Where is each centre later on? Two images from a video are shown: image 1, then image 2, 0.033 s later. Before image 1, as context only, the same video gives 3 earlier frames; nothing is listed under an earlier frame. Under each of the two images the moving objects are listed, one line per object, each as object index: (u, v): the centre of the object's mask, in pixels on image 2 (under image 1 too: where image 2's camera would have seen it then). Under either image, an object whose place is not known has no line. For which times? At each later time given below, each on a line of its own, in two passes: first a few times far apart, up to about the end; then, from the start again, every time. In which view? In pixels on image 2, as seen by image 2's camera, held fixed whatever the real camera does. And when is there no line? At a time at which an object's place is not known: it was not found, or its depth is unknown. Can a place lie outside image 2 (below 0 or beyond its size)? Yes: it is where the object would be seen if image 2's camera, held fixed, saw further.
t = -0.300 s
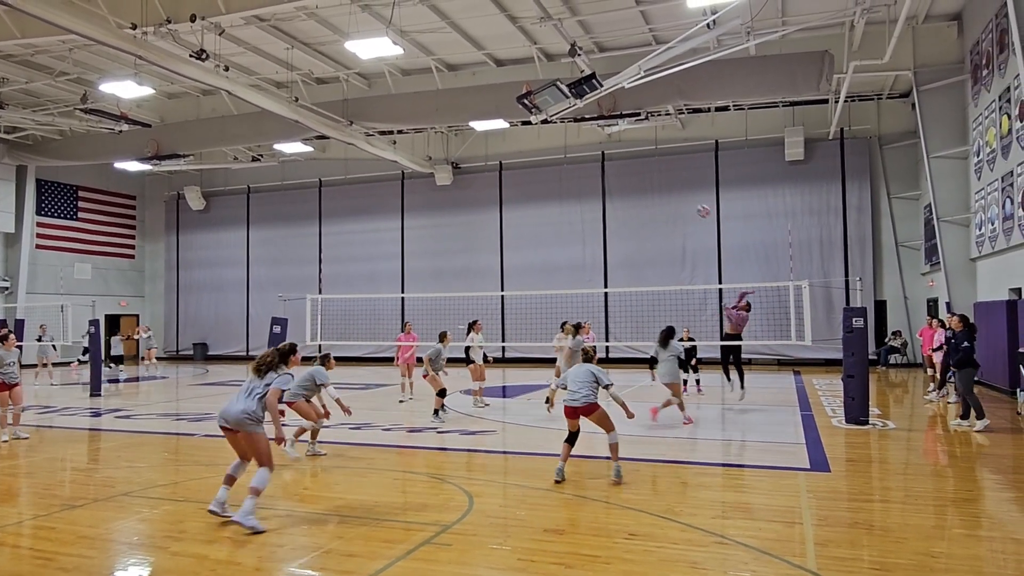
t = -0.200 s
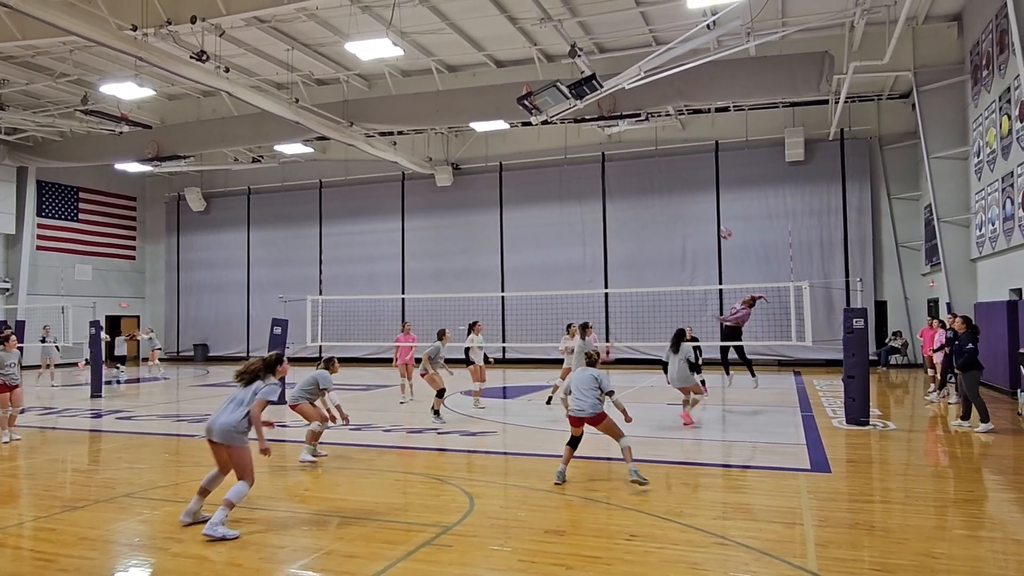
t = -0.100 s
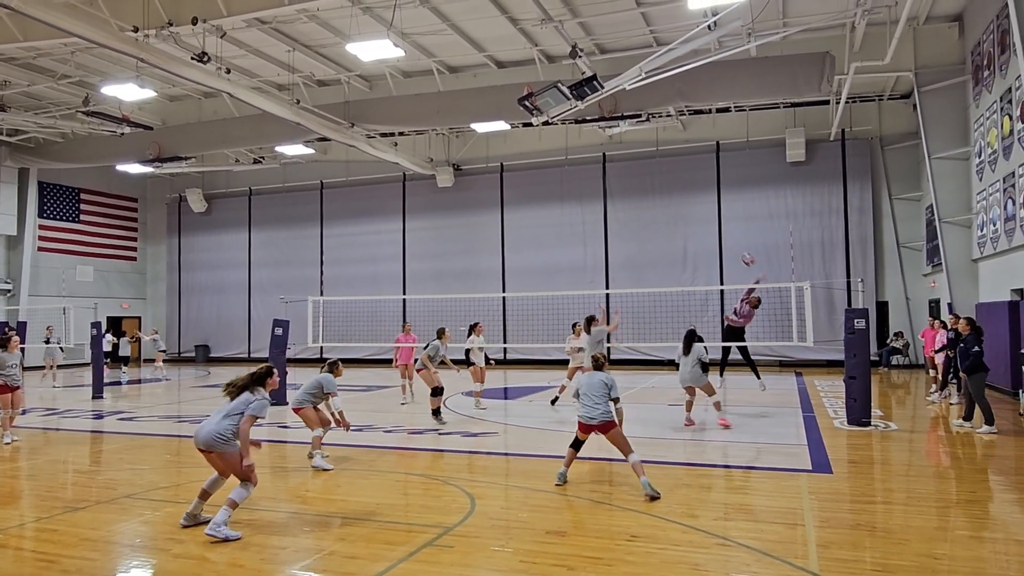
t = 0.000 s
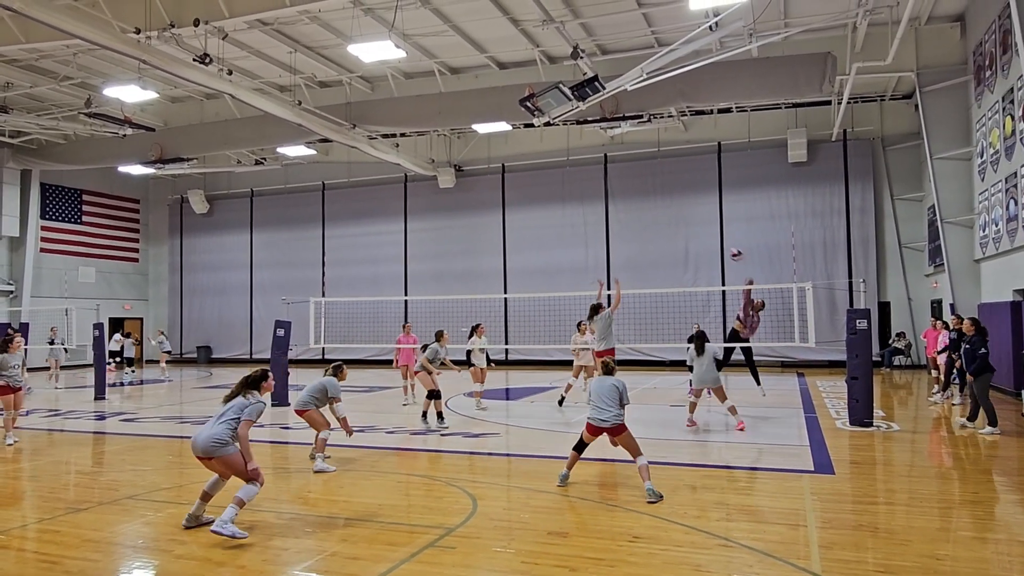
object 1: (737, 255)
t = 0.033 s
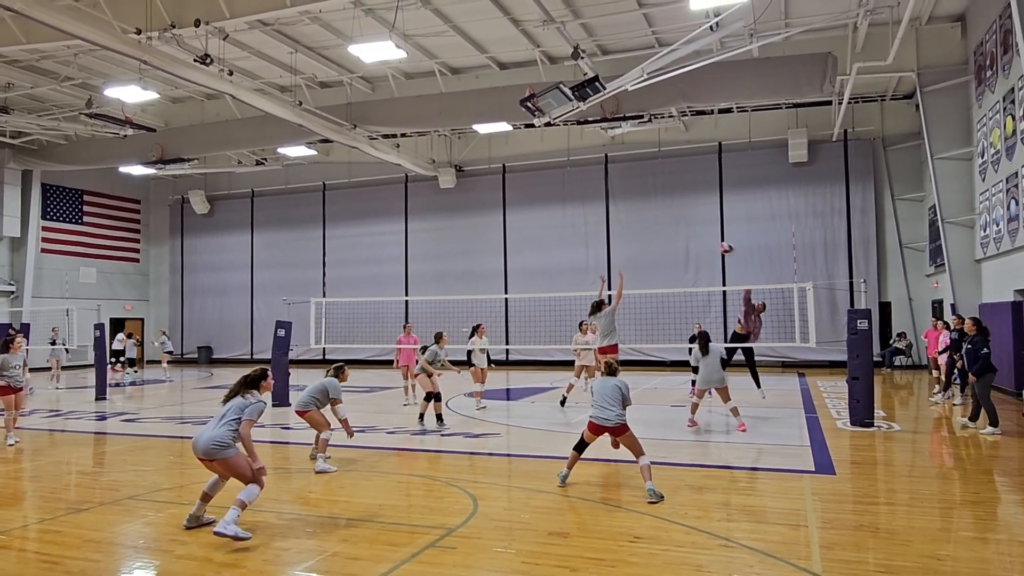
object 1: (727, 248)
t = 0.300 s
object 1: (634, 218)
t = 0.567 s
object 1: (511, 231)
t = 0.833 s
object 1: (331, 334)
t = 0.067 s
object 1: (716, 243)
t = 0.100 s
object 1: (706, 238)
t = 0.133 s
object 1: (694, 233)
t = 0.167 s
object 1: (683, 230)
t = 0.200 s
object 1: (671, 226)
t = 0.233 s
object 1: (659, 222)
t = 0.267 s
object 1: (647, 220)
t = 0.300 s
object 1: (634, 218)
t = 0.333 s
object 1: (621, 216)
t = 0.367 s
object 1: (607, 216)
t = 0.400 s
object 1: (592, 217)
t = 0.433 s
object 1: (577, 218)
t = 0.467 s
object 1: (561, 219)
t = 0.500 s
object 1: (545, 223)
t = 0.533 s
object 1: (528, 227)
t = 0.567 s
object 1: (511, 231)
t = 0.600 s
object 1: (491, 238)
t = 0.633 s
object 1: (472, 247)
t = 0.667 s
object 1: (452, 256)
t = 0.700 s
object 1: (429, 268)
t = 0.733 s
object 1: (406, 283)
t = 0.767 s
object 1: (381, 298)
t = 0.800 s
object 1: (357, 316)
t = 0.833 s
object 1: (331, 334)
